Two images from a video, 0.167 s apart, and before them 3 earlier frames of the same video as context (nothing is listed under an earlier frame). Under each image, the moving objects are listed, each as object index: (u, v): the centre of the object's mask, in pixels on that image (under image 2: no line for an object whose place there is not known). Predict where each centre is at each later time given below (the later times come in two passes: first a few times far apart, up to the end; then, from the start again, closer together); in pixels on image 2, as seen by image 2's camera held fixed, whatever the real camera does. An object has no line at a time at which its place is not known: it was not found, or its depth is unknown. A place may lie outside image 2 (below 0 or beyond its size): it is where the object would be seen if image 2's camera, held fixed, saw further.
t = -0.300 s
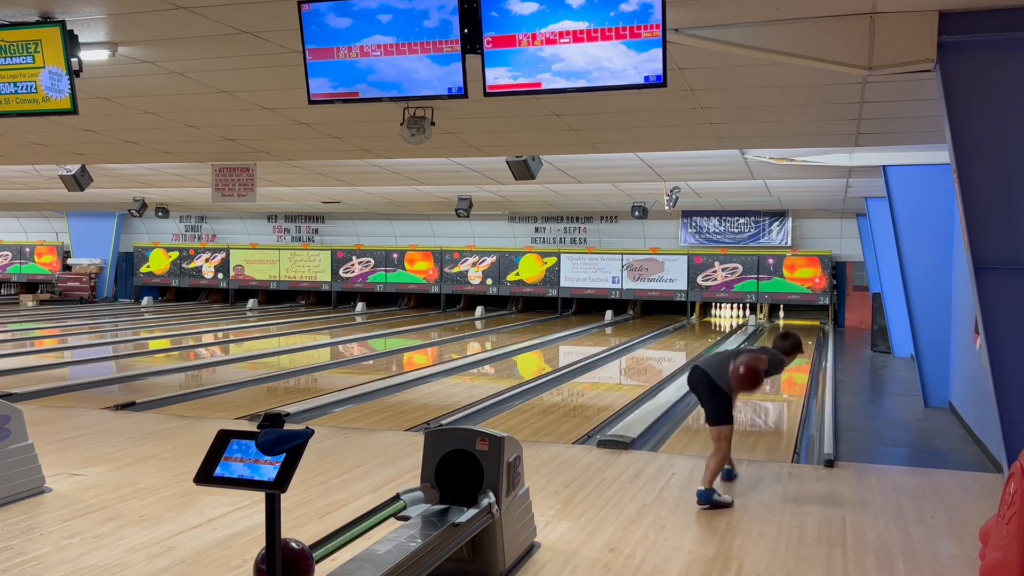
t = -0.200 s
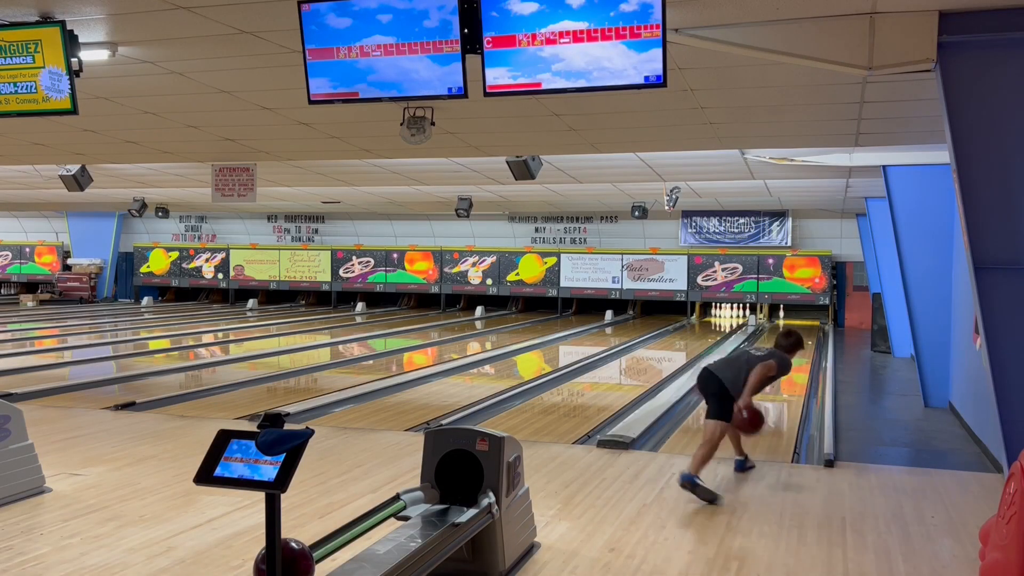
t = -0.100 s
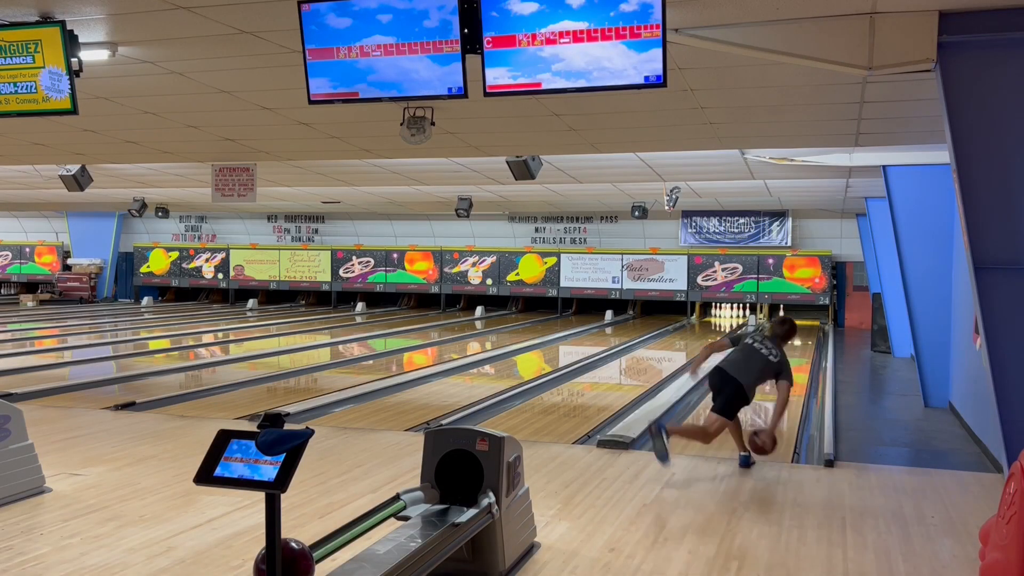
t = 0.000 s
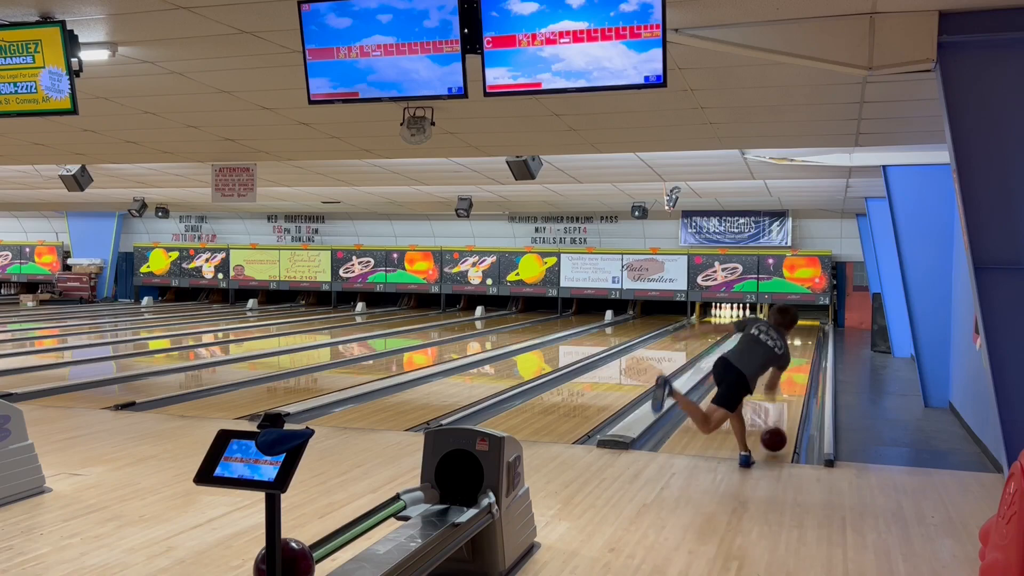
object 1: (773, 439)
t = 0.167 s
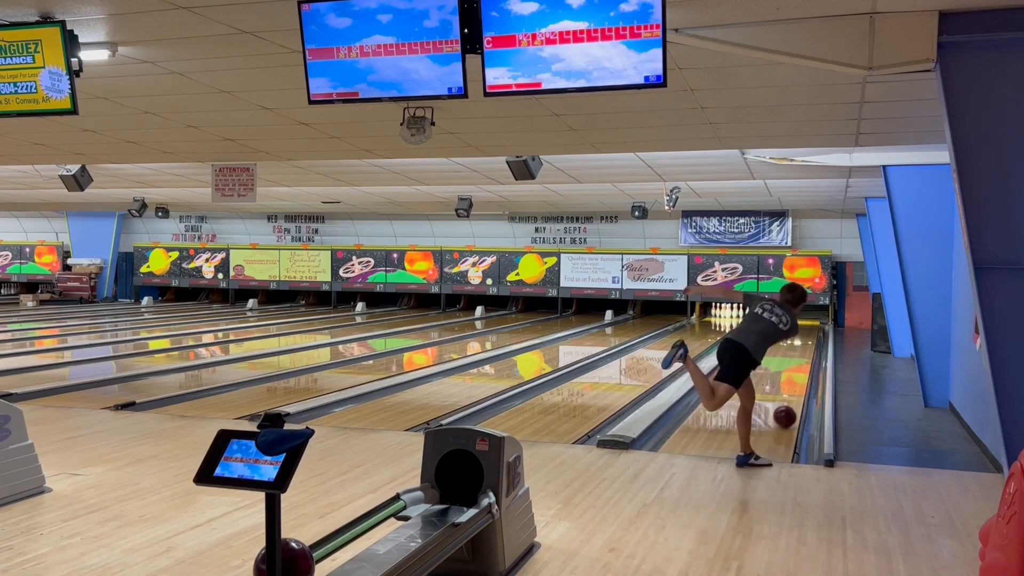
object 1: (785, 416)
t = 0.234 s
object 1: (788, 408)
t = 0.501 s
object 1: (798, 383)
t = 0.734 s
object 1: (802, 368)
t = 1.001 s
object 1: (804, 354)
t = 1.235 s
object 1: (803, 345)
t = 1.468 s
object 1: (802, 338)
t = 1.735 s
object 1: (800, 330)
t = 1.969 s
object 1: (797, 325)
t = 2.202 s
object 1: (792, 320)
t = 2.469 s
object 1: (784, 316)
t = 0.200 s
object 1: (786, 412)
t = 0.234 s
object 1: (788, 408)
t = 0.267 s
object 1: (790, 404)
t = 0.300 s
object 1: (791, 401)
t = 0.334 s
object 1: (793, 398)
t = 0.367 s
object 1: (794, 394)
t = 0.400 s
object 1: (795, 392)
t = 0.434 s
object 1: (796, 389)
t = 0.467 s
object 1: (797, 386)
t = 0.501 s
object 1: (798, 383)
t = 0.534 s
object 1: (799, 381)
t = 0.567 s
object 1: (800, 378)
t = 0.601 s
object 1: (800, 376)
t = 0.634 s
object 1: (801, 374)
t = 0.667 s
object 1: (801, 372)
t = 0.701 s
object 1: (802, 370)
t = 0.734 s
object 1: (802, 368)
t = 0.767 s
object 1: (803, 366)
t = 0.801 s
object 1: (803, 364)
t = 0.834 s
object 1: (803, 362)
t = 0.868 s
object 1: (803, 360)
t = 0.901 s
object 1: (804, 359)
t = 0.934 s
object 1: (804, 357)
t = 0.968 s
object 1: (804, 356)
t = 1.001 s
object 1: (804, 354)
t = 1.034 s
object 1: (804, 353)
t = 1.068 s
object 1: (804, 351)
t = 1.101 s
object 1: (804, 350)
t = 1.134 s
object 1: (804, 349)
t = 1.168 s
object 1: (804, 347)
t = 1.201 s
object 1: (804, 346)
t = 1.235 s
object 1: (803, 345)
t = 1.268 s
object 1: (804, 343)
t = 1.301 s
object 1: (806, 342)
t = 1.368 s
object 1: (802, 341)
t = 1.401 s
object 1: (802, 340)
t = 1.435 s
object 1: (802, 338)
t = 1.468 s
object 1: (802, 338)
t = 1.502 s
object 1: (802, 337)
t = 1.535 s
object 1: (802, 336)
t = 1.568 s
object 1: (801, 335)
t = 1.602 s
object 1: (801, 334)
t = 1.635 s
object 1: (801, 333)
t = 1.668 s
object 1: (801, 332)
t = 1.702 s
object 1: (801, 332)
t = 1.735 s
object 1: (800, 330)
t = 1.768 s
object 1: (800, 329)
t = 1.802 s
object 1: (799, 329)
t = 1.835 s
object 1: (799, 328)
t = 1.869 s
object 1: (798, 327)
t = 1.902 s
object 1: (798, 326)
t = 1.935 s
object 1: (797, 325)
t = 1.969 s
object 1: (797, 325)
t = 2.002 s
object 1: (796, 324)
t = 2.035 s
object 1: (795, 324)
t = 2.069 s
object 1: (795, 323)
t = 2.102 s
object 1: (794, 322)
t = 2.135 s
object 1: (793, 321)
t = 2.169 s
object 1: (793, 321)
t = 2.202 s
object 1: (792, 320)
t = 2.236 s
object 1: (791, 320)
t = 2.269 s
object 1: (790, 319)
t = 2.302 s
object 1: (789, 318)
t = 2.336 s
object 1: (788, 318)
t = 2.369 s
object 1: (788, 317)
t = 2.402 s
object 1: (787, 317)
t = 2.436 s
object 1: (787, 317)
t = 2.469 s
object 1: (784, 316)
